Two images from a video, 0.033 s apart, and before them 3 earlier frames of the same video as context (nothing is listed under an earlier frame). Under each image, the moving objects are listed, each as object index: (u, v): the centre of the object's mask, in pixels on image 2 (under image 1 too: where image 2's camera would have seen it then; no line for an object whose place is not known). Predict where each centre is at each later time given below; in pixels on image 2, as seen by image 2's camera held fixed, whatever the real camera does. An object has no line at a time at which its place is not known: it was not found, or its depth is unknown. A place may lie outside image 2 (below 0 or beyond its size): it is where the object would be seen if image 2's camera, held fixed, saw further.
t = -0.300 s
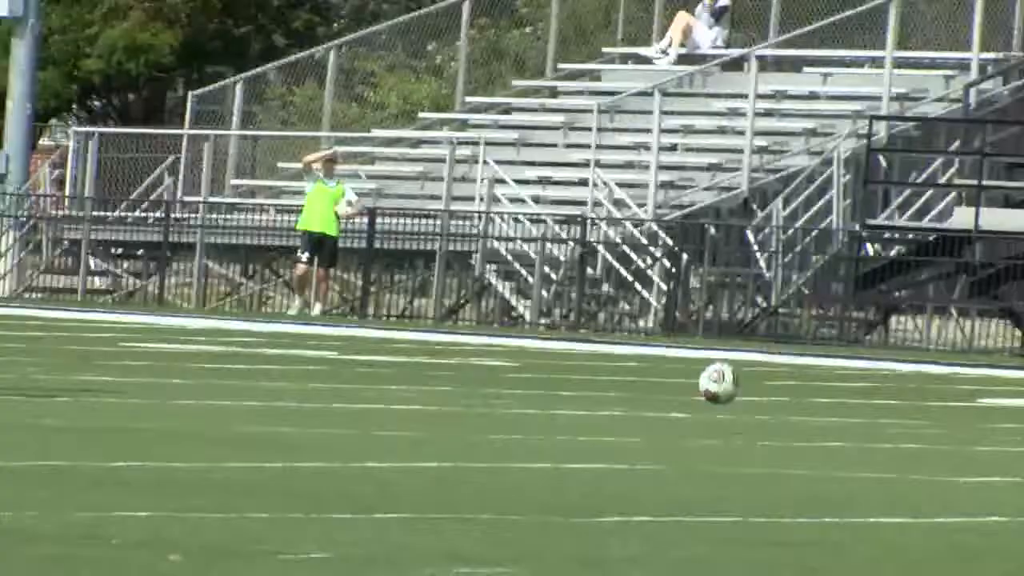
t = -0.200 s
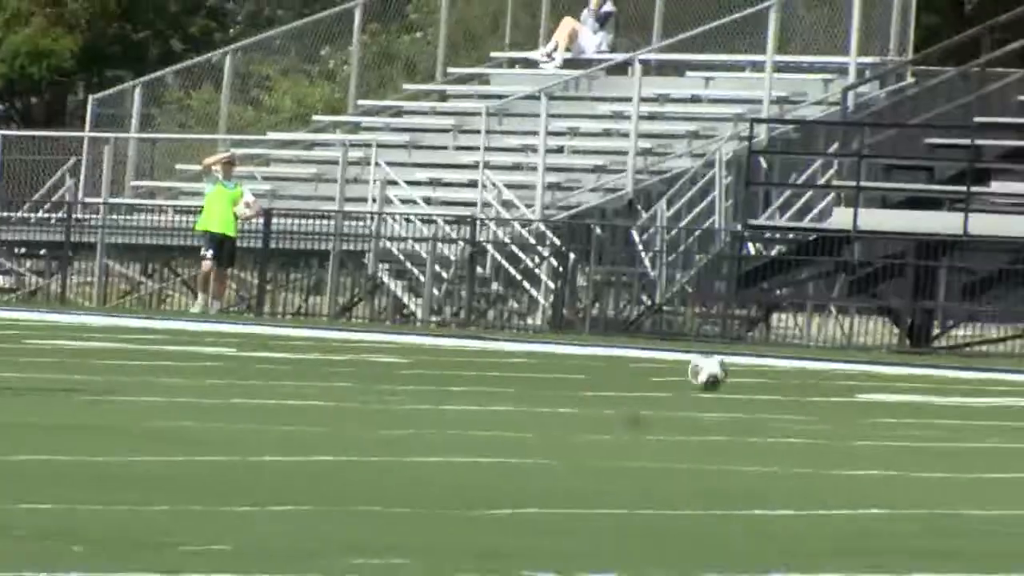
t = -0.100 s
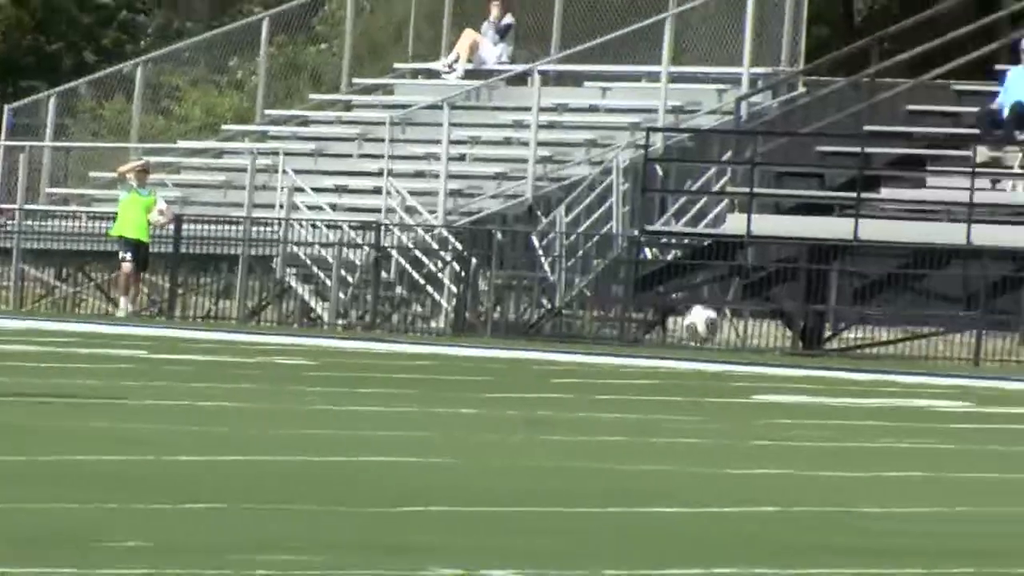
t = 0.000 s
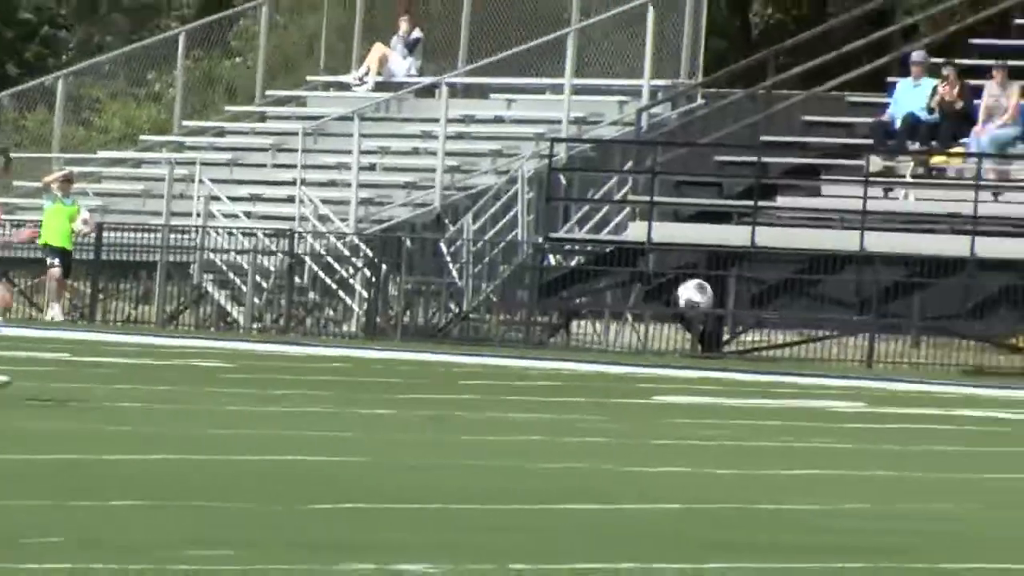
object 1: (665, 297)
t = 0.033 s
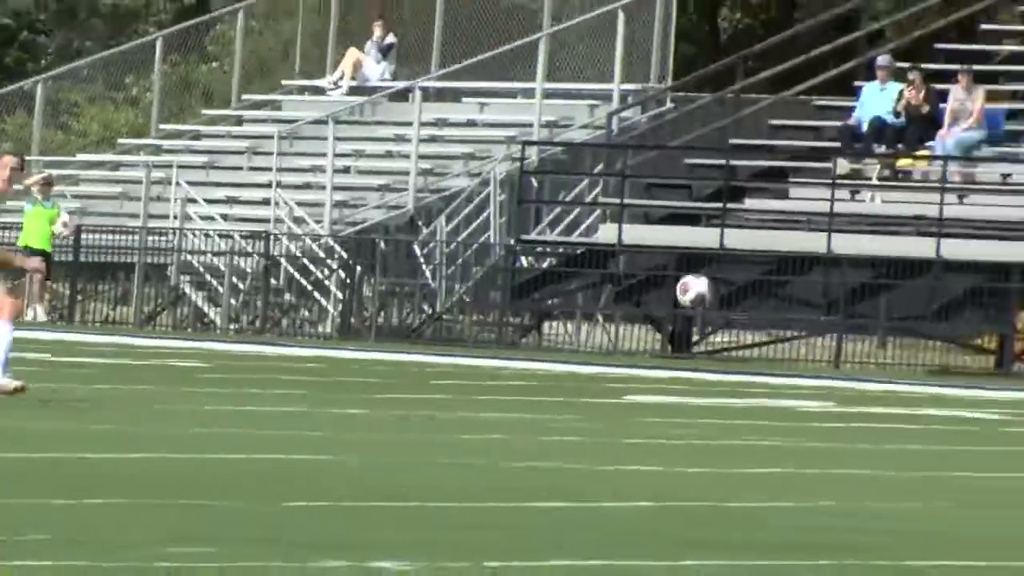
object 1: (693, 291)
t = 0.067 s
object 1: (722, 289)
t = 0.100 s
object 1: (750, 285)
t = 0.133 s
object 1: (779, 282)
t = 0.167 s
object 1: (806, 282)
